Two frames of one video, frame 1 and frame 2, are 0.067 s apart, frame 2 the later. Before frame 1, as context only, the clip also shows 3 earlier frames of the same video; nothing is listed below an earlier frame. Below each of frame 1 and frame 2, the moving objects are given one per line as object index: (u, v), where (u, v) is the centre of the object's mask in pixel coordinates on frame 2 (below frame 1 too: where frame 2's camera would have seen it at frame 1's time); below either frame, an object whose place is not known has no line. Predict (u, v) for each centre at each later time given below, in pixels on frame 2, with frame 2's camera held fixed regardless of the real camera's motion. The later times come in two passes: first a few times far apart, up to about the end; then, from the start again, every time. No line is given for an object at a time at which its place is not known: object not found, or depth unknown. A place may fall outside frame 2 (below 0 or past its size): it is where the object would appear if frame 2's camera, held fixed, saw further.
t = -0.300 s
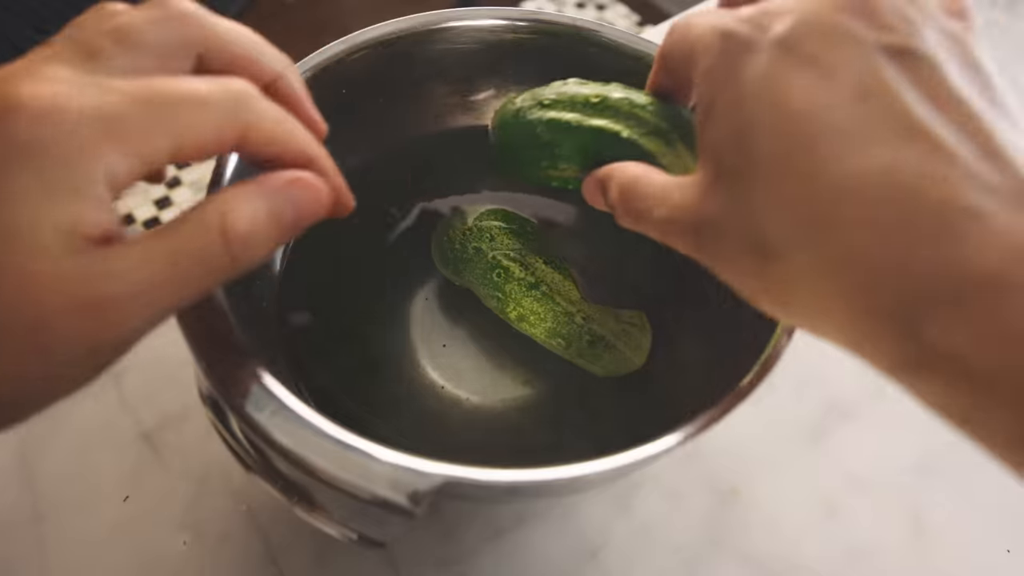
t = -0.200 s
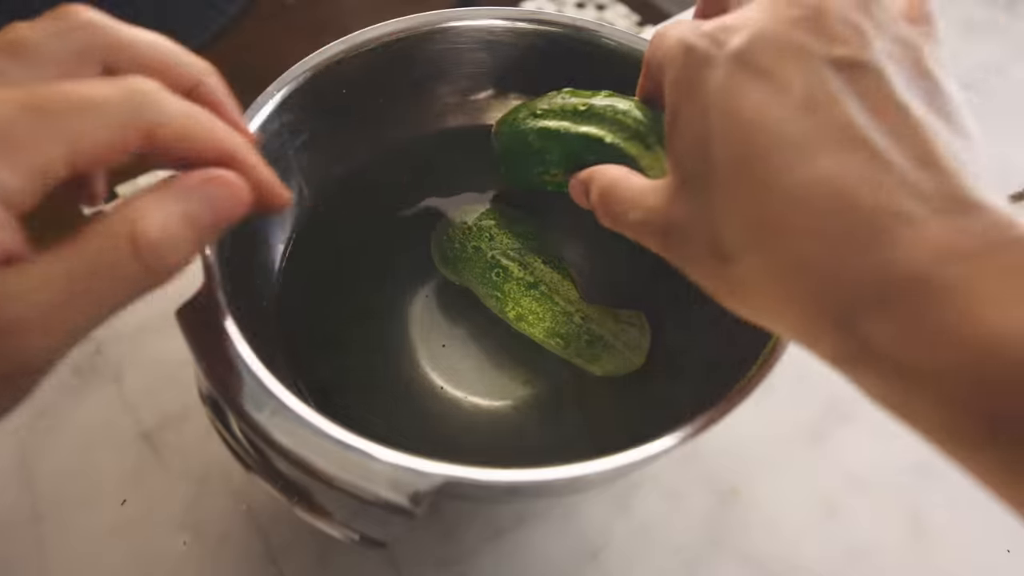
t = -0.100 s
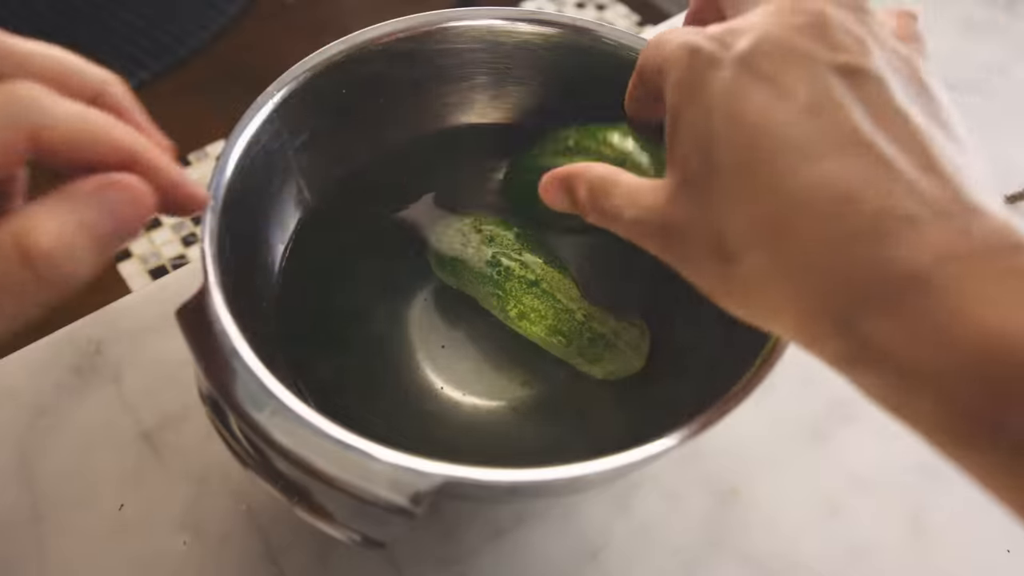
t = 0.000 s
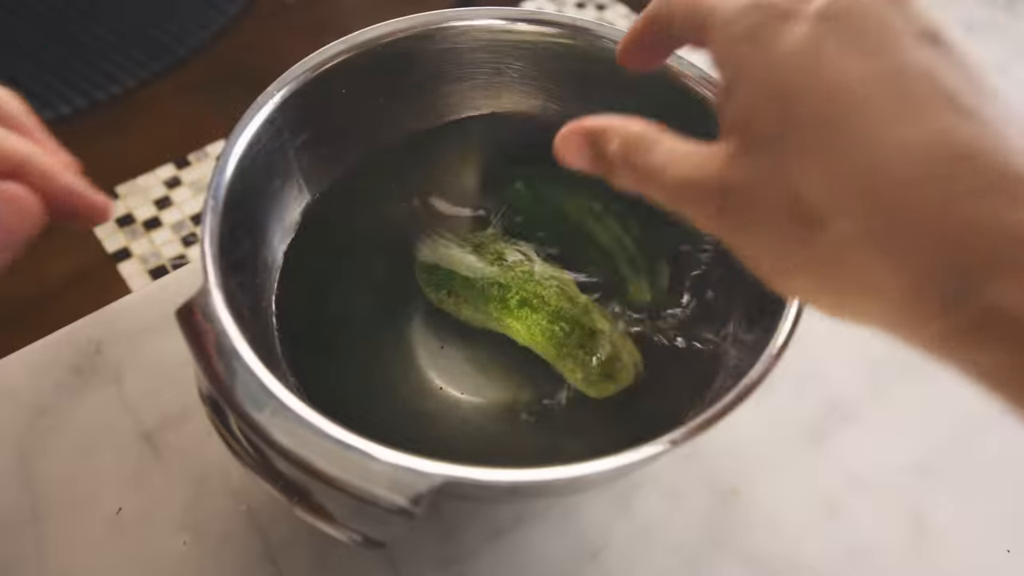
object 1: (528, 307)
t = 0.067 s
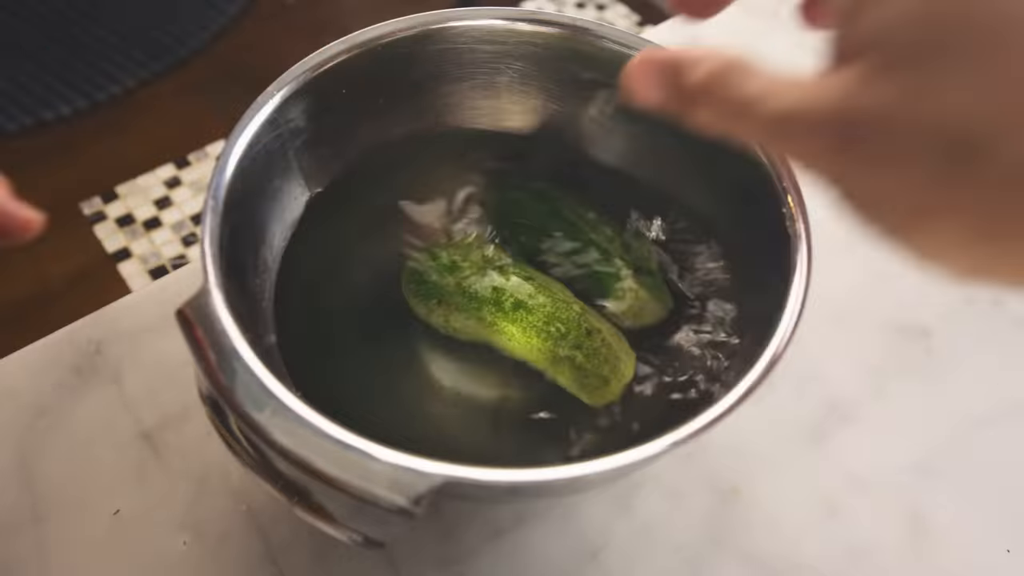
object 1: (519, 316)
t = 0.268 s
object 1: (505, 320)
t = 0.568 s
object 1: (492, 320)
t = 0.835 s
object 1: (462, 319)
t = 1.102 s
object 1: (468, 319)
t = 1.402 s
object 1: (457, 326)
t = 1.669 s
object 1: (471, 326)
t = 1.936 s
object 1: (459, 342)
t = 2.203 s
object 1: (471, 336)
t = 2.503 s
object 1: (457, 342)
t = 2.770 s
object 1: (470, 332)
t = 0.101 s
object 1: (513, 319)
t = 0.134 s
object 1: (506, 319)
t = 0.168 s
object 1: (507, 322)
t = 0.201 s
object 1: (510, 324)
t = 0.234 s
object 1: (509, 323)
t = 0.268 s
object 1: (505, 320)
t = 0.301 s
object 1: (502, 316)
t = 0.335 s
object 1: (499, 314)
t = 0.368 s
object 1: (498, 313)
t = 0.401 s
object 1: (499, 311)
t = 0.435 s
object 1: (503, 311)
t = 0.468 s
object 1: (506, 311)
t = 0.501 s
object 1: (503, 316)
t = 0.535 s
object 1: (496, 316)
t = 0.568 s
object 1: (492, 320)
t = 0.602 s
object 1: (489, 324)
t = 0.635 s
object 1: (483, 327)
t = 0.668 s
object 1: (477, 329)
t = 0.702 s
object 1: (470, 327)
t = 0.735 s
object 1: (468, 326)
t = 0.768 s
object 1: (468, 324)
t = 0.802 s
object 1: (465, 321)
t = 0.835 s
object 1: (462, 319)
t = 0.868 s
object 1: (462, 316)
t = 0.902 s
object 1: (465, 314)
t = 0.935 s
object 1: (469, 312)
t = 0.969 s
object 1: (469, 310)
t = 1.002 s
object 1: (472, 313)
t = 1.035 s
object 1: (471, 314)
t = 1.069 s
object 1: (470, 316)
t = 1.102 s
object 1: (468, 319)
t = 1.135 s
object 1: (464, 321)
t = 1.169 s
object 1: (460, 323)
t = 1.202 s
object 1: (457, 326)
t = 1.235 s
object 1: (456, 327)
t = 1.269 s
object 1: (454, 328)
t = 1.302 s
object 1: (453, 329)
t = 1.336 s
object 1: (454, 329)
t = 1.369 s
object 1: (454, 327)
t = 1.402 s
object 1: (457, 326)
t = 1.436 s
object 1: (460, 324)
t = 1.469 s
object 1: (463, 323)
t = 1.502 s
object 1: (465, 321)
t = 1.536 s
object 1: (467, 320)
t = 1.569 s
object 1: (469, 320)
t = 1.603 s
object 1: (470, 321)
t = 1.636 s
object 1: (471, 324)
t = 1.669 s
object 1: (471, 326)
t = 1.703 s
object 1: (471, 330)
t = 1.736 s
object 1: (470, 333)
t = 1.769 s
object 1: (468, 336)
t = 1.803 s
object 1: (465, 338)
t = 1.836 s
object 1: (463, 340)
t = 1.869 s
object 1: (460, 341)
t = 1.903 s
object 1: (459, 343)
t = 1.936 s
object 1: (459, 342)
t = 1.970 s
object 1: (461, 342)
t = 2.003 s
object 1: (460, 339)
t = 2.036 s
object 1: (461, 336)
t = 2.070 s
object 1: (465, 335)
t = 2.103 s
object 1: (468, 335)
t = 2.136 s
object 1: (469, 335)
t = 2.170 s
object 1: (470, 334)
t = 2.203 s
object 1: (471, 336)
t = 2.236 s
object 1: (470, 337)
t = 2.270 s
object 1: (469, 338)
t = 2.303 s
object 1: (467, 341)
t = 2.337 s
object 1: (465, 343)
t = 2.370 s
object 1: (462, 345)
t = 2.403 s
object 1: (460, 345)
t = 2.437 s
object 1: (458, 345)
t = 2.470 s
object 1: (457, 344)
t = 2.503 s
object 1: (457, 342)
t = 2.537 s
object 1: (457, 340)
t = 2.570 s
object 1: (458, 339)
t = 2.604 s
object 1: (461, 337)
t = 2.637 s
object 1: (463, 335)
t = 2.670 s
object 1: (466, 334)
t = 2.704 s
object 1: (468, 333)
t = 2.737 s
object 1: (470, 332)
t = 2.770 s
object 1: (470, 332)
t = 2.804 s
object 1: (470, 333)
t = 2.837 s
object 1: (470, 335)
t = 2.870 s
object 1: (468, 335)
